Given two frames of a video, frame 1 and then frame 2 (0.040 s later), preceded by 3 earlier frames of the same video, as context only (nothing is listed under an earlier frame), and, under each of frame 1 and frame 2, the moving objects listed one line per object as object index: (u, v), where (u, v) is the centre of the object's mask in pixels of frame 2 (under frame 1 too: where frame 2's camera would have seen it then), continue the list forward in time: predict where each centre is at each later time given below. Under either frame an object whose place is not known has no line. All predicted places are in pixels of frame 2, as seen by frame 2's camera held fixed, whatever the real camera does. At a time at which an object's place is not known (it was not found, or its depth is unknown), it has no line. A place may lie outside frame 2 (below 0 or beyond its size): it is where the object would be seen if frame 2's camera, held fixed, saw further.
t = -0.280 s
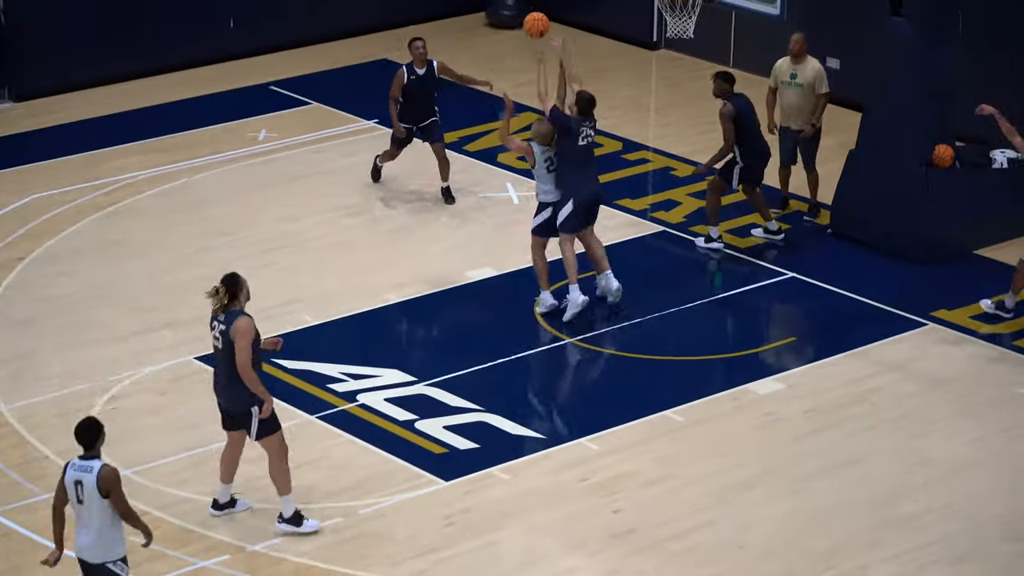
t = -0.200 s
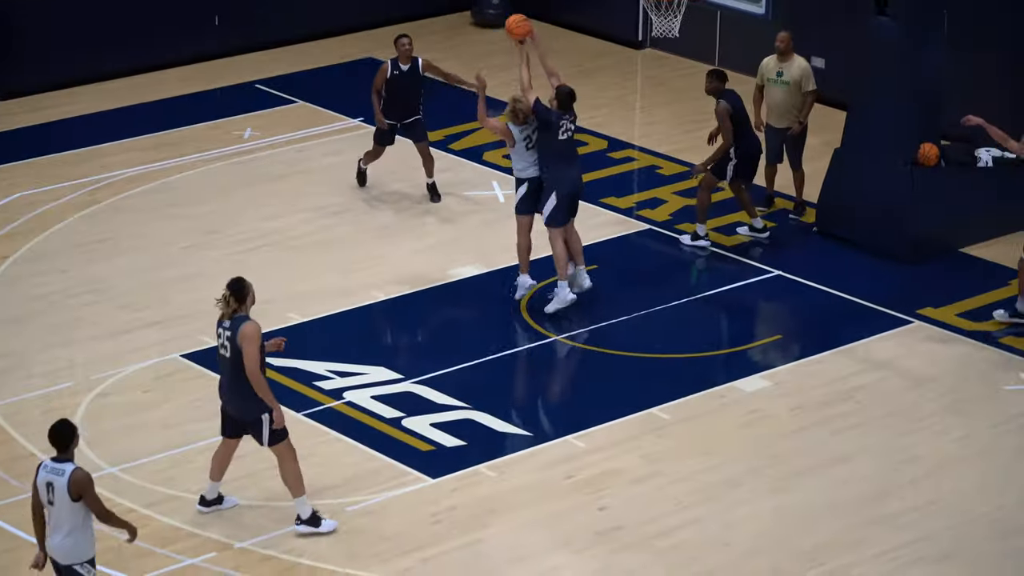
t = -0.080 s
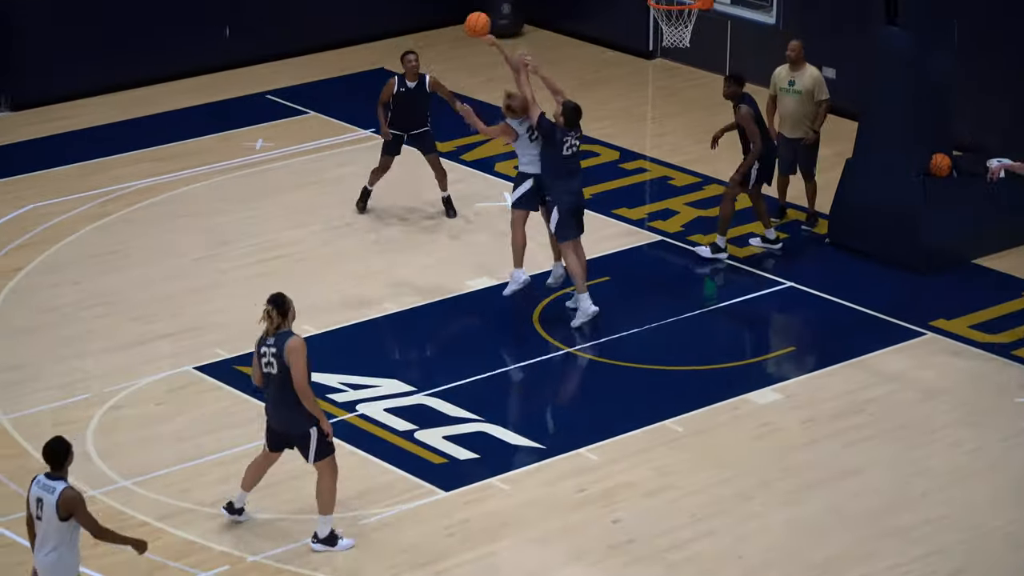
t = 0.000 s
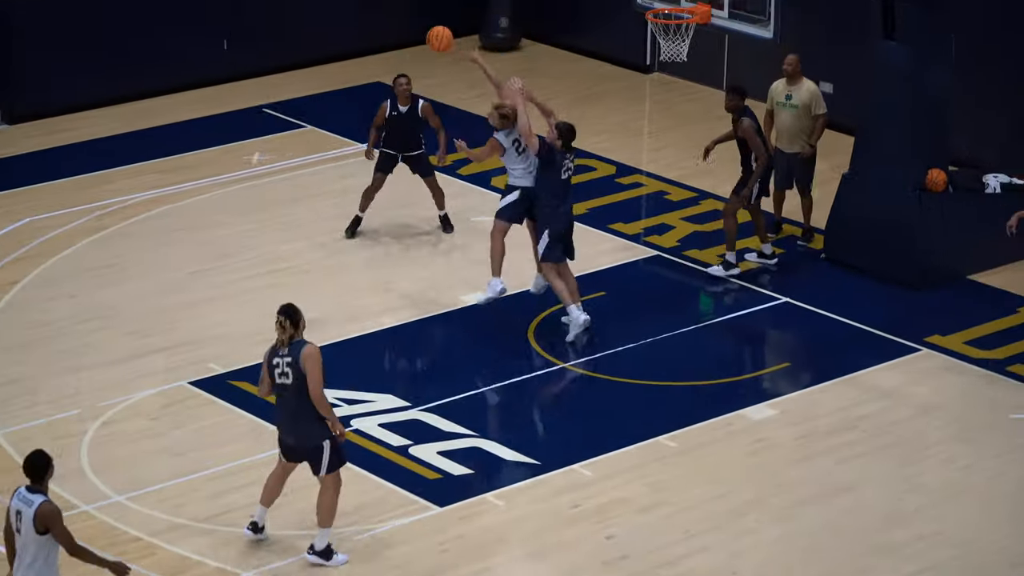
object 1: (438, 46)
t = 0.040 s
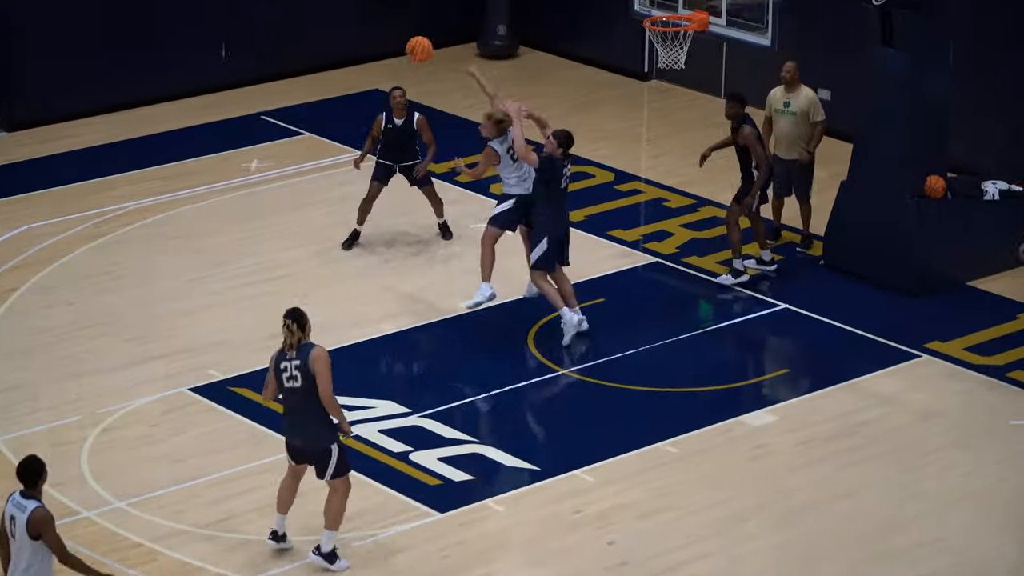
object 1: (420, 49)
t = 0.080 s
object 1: (400, 54)
